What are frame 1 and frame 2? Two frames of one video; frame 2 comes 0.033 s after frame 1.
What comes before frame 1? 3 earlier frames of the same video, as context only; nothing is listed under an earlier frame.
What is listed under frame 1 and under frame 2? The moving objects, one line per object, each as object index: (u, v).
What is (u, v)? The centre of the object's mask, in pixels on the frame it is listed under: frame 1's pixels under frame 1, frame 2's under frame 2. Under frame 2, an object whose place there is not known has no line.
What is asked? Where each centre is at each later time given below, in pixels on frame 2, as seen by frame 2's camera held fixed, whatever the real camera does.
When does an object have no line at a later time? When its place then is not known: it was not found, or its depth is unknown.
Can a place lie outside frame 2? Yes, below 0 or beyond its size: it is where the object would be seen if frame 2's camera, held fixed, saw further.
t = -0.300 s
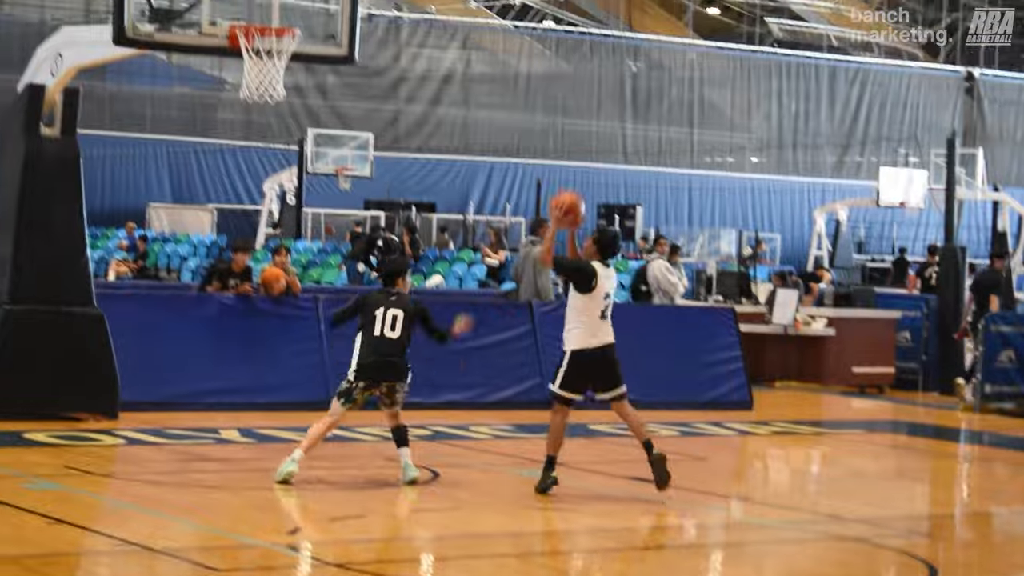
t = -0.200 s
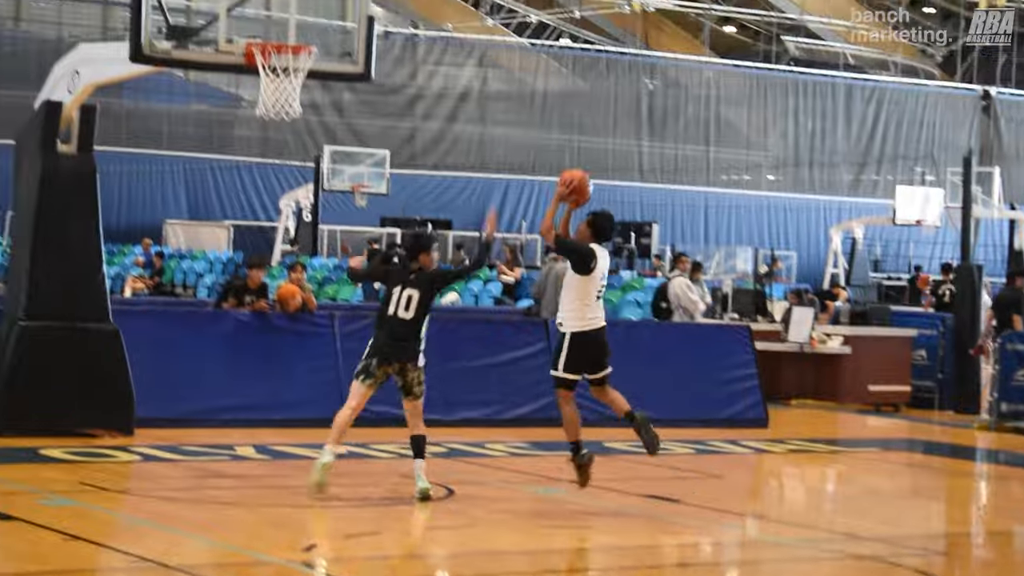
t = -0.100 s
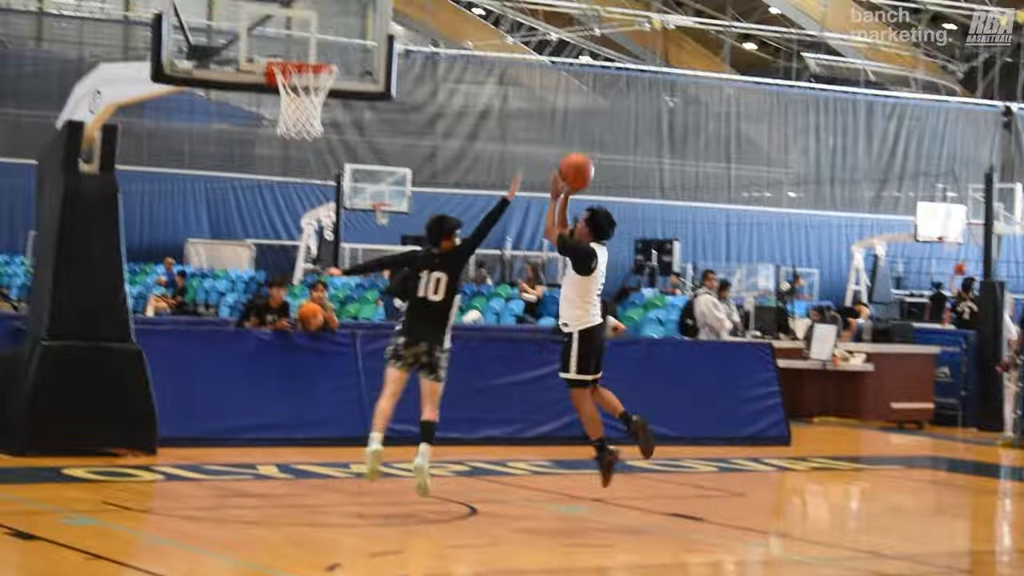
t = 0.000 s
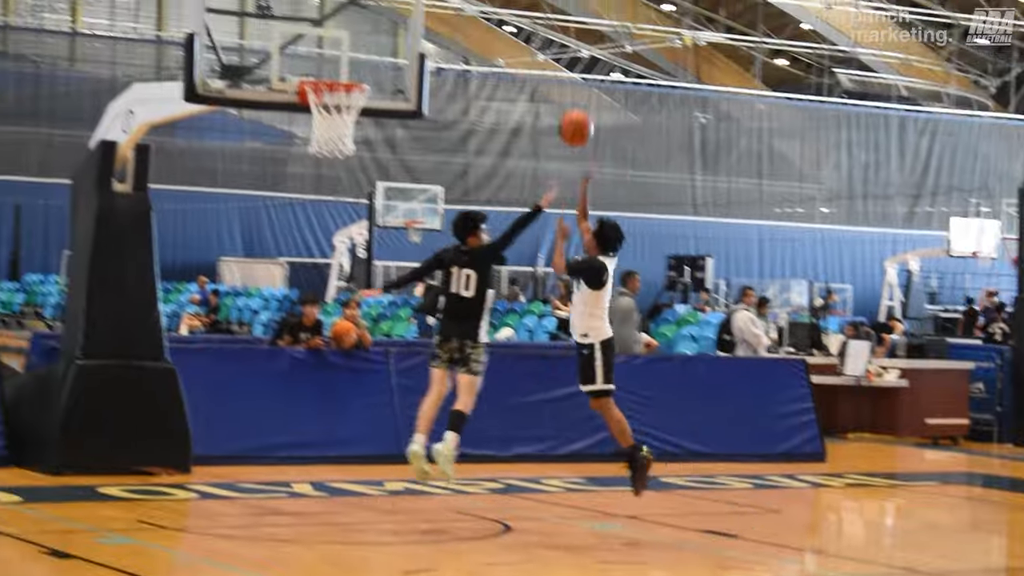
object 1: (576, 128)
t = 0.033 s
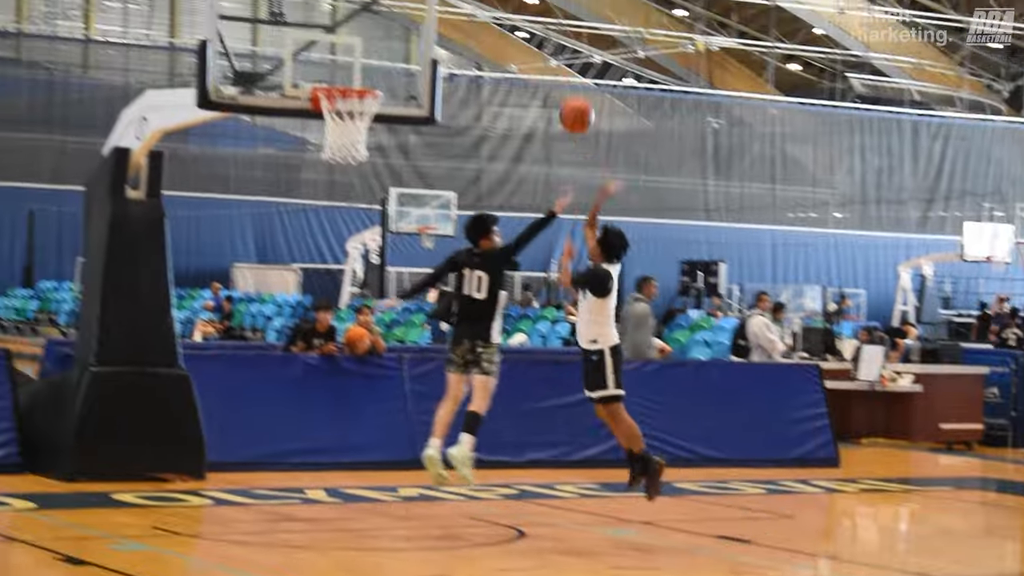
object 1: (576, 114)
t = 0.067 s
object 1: (564, 99)
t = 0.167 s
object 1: (527, 59)
